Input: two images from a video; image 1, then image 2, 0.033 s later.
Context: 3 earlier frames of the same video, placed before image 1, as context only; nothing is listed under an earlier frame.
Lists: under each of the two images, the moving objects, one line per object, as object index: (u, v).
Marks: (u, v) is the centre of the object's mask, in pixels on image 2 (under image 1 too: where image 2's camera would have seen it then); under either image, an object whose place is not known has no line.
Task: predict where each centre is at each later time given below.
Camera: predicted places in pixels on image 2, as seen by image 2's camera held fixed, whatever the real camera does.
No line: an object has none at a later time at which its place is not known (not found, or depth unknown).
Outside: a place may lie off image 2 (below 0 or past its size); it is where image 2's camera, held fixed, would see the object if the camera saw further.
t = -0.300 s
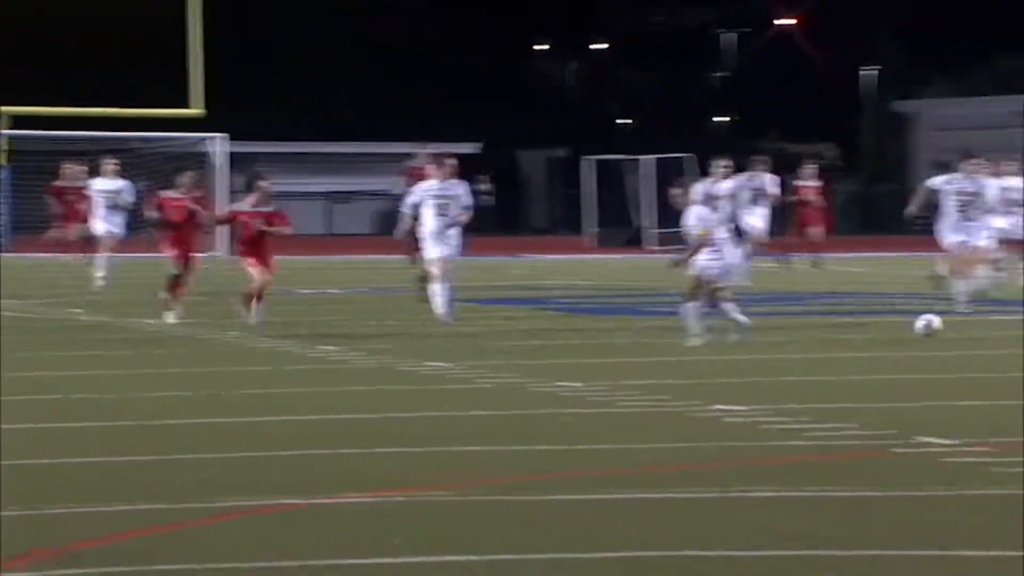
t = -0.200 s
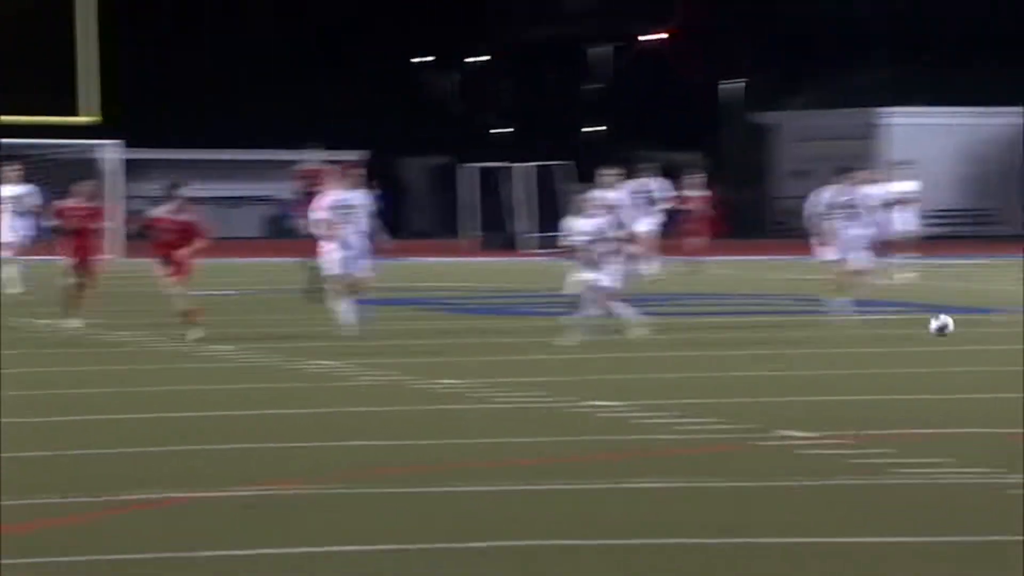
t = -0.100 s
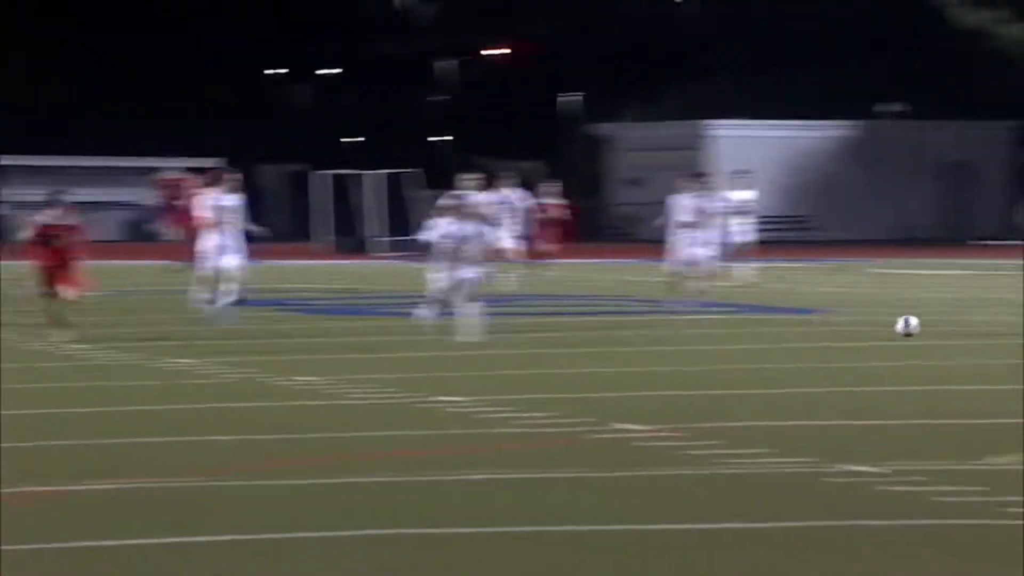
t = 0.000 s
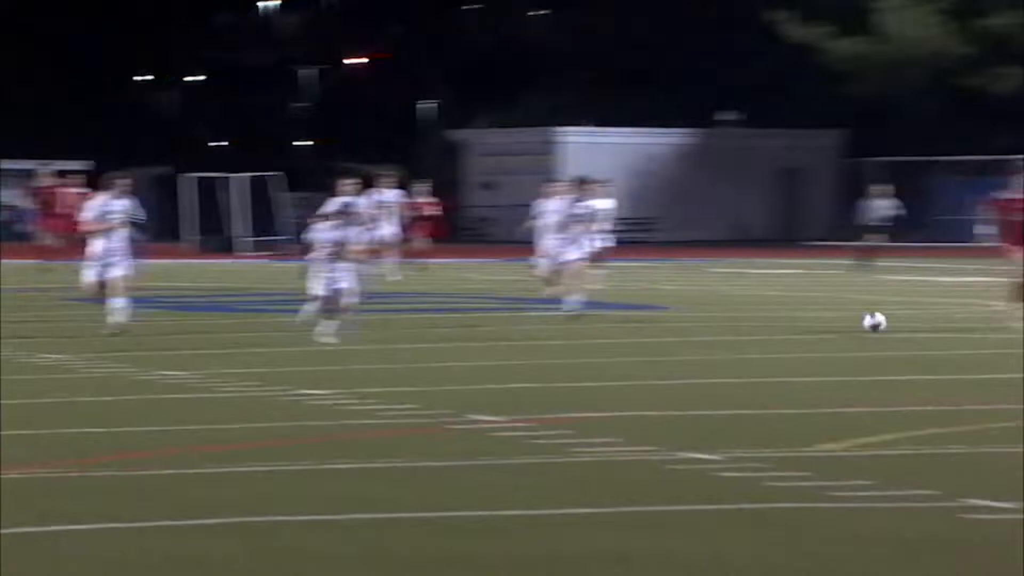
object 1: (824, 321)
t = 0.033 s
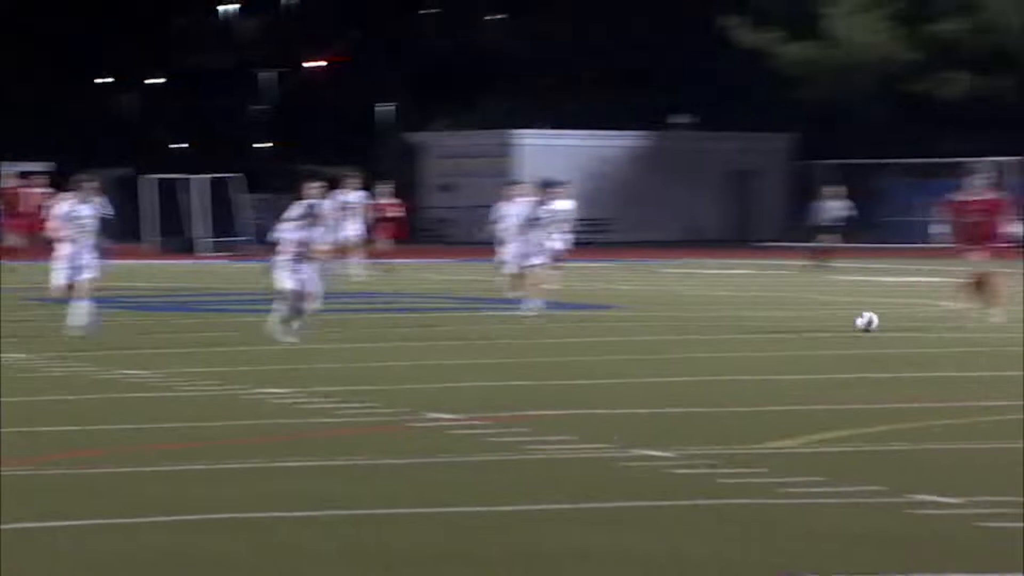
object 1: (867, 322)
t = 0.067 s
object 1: (911, 324)
